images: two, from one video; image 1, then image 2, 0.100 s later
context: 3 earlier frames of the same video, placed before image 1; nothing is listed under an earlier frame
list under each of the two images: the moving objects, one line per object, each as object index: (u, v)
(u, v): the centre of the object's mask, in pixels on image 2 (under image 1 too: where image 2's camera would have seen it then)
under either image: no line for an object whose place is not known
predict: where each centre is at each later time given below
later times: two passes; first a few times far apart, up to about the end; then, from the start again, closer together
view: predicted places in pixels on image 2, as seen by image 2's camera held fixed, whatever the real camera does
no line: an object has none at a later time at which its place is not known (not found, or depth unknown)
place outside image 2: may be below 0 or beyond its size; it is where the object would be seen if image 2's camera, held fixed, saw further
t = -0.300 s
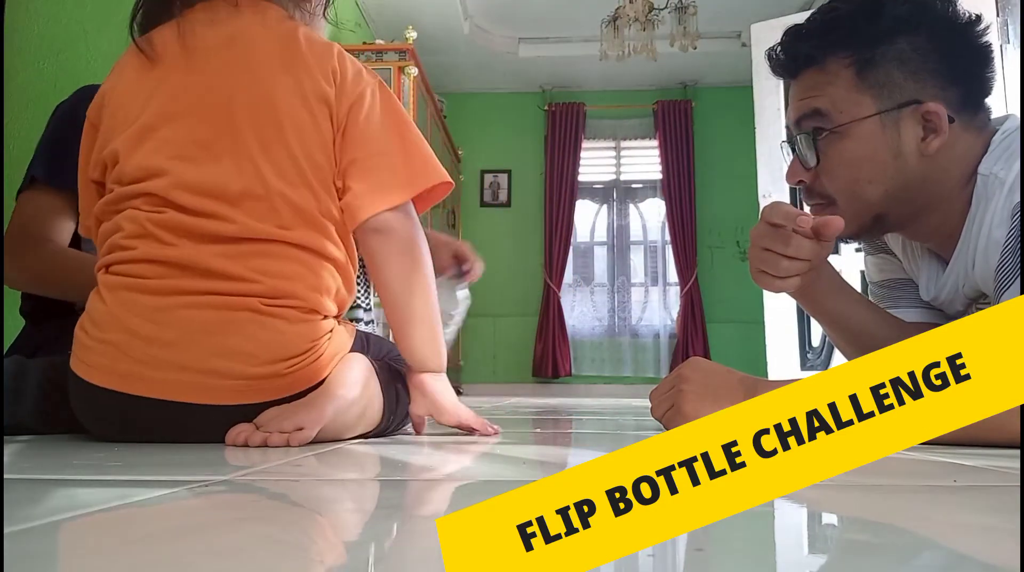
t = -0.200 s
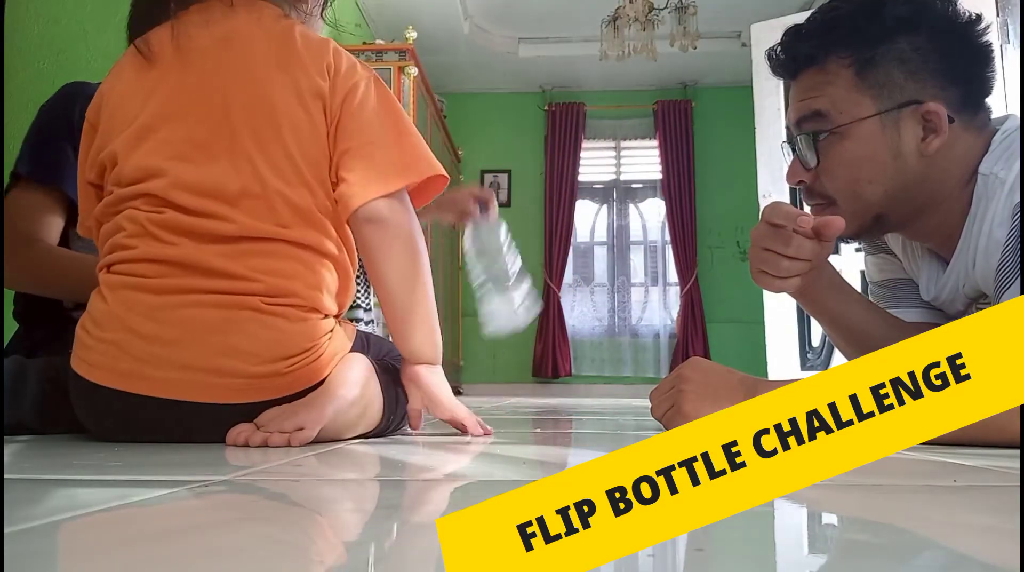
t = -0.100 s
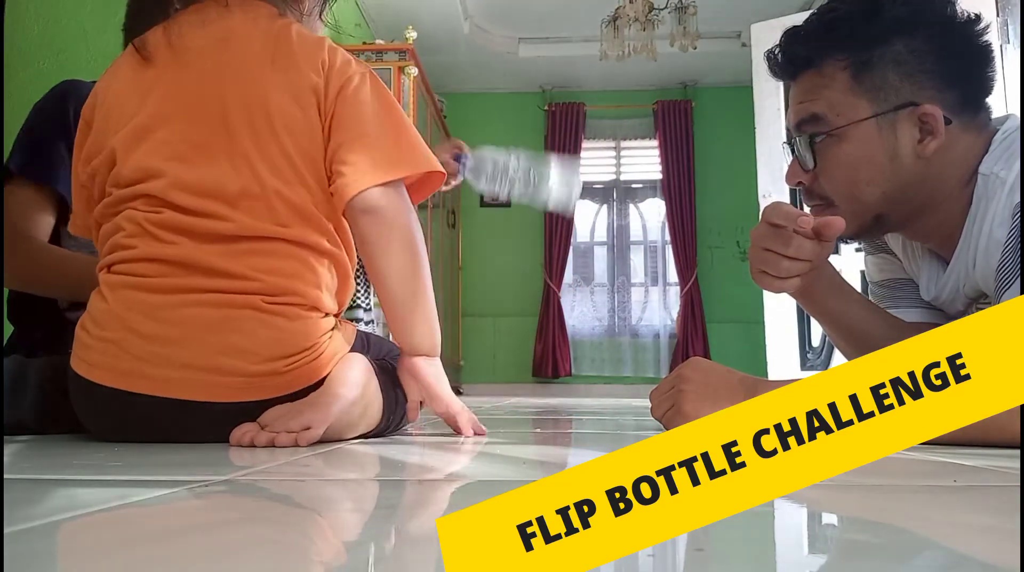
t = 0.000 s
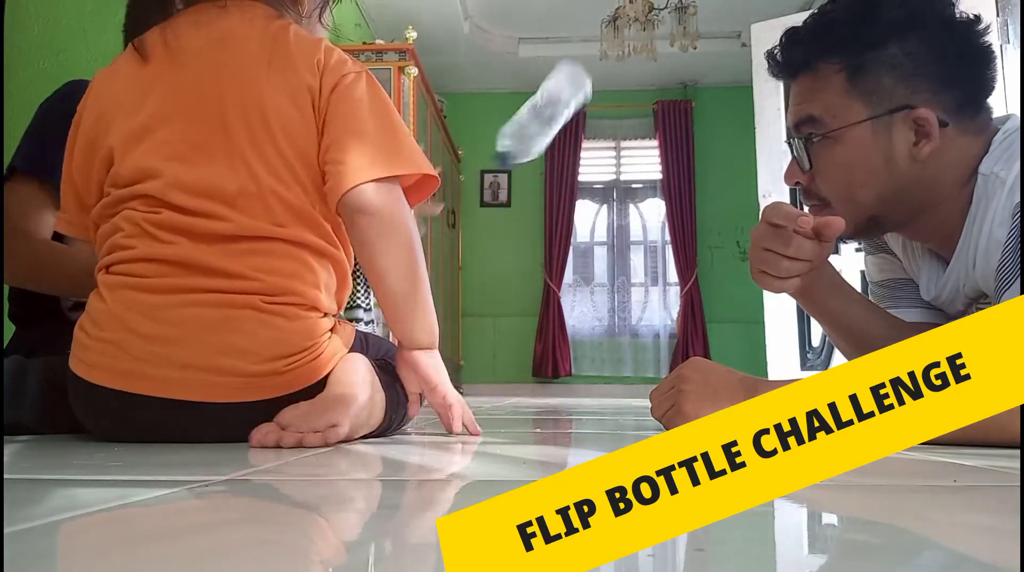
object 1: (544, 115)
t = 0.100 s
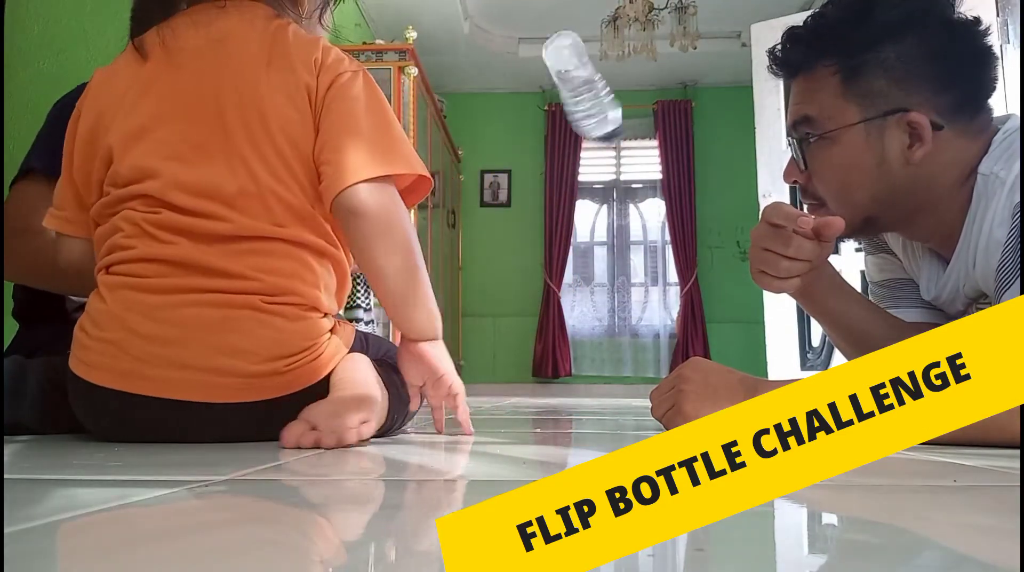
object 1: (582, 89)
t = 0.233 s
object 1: (603, 112)
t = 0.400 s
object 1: (596, 320)
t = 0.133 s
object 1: (593, 87)
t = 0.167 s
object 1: (598, 87)
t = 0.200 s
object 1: (601, 95)
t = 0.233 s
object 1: (603, 112)
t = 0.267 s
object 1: (601, 134)
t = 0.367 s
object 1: (601, 253)
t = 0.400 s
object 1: (596, 320)
